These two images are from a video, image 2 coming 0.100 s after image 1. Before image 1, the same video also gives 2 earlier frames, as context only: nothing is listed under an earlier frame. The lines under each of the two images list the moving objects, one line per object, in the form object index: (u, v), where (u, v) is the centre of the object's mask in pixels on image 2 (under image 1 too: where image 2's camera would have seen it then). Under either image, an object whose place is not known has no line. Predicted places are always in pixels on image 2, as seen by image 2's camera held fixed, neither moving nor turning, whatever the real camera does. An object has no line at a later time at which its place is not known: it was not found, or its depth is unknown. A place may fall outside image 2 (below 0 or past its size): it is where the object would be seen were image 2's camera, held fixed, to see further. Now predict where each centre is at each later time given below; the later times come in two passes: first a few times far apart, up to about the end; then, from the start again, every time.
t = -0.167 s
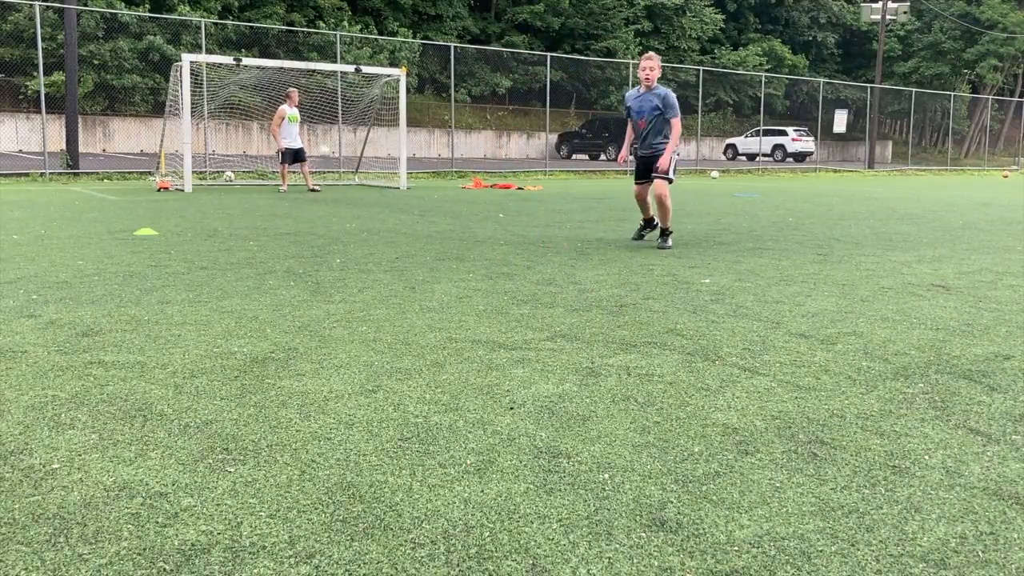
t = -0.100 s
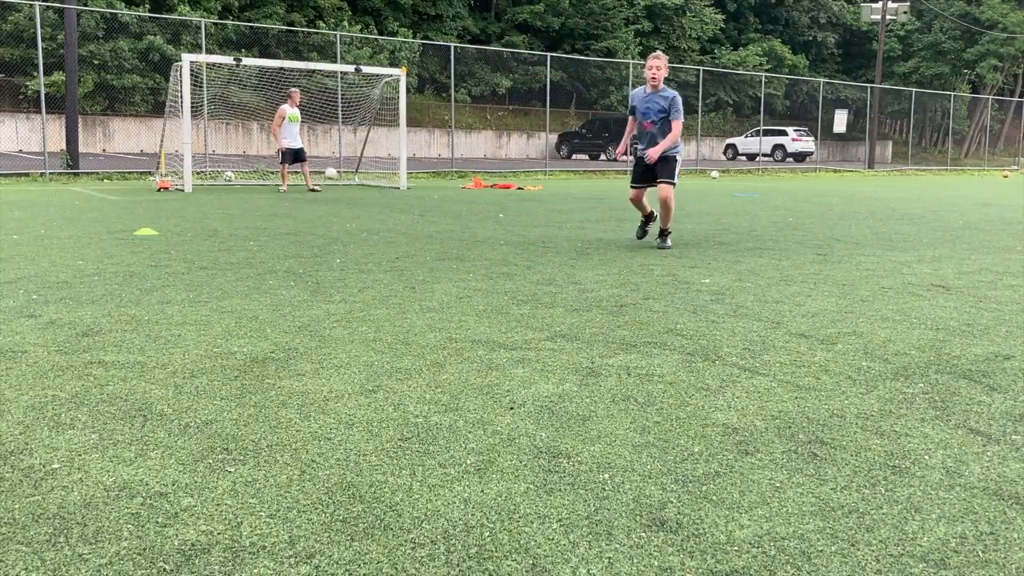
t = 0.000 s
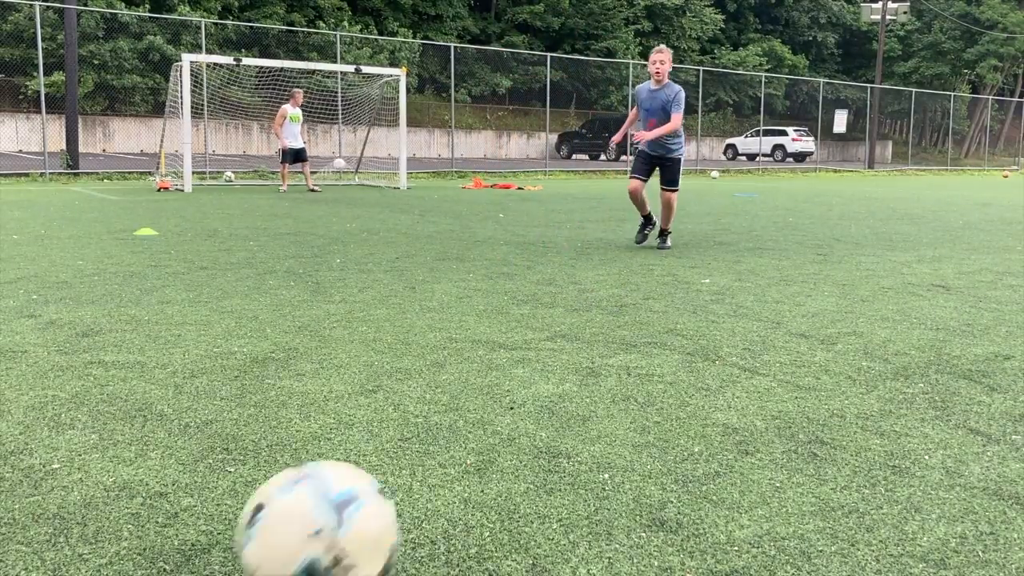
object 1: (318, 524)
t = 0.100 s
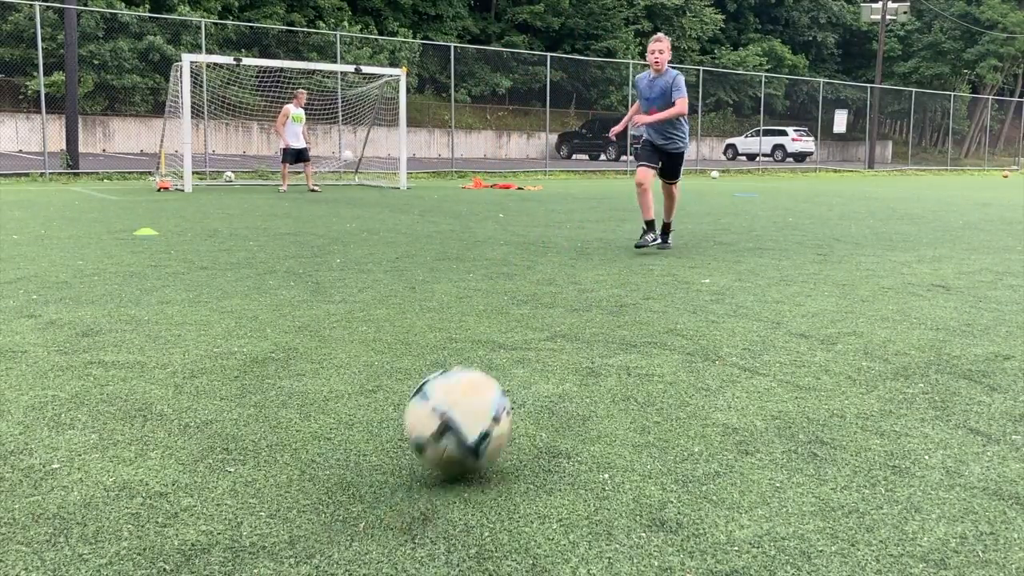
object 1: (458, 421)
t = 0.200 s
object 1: (524, 364)
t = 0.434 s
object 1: (593, 298)
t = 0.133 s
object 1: (484, 393)
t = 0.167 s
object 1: (506, 375)
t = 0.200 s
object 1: (524, 364)
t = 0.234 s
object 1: (539, 350)
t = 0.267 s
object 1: (550, 334)
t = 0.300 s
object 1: (561, 323)
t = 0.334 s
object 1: (570, 315)
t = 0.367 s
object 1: (578, 313)
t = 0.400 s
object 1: (586, 309)
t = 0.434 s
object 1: (593, 298)
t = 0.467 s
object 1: (599, 291)
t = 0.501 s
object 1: (605, 286)
